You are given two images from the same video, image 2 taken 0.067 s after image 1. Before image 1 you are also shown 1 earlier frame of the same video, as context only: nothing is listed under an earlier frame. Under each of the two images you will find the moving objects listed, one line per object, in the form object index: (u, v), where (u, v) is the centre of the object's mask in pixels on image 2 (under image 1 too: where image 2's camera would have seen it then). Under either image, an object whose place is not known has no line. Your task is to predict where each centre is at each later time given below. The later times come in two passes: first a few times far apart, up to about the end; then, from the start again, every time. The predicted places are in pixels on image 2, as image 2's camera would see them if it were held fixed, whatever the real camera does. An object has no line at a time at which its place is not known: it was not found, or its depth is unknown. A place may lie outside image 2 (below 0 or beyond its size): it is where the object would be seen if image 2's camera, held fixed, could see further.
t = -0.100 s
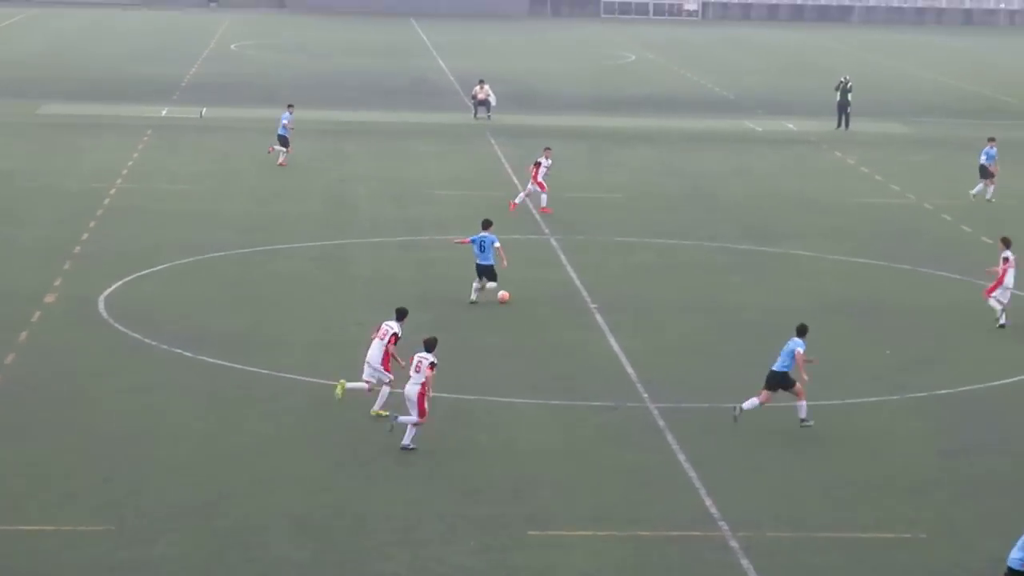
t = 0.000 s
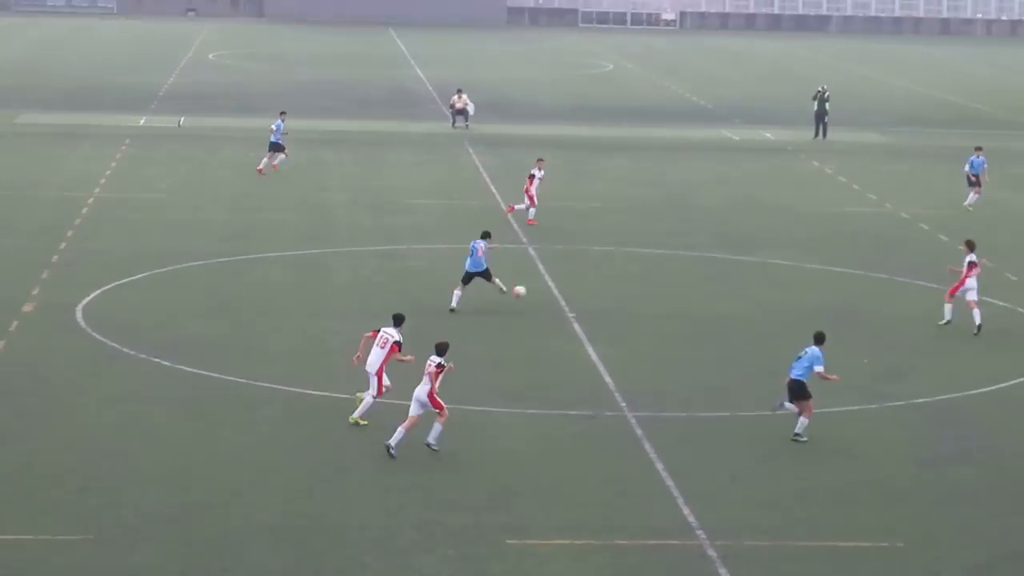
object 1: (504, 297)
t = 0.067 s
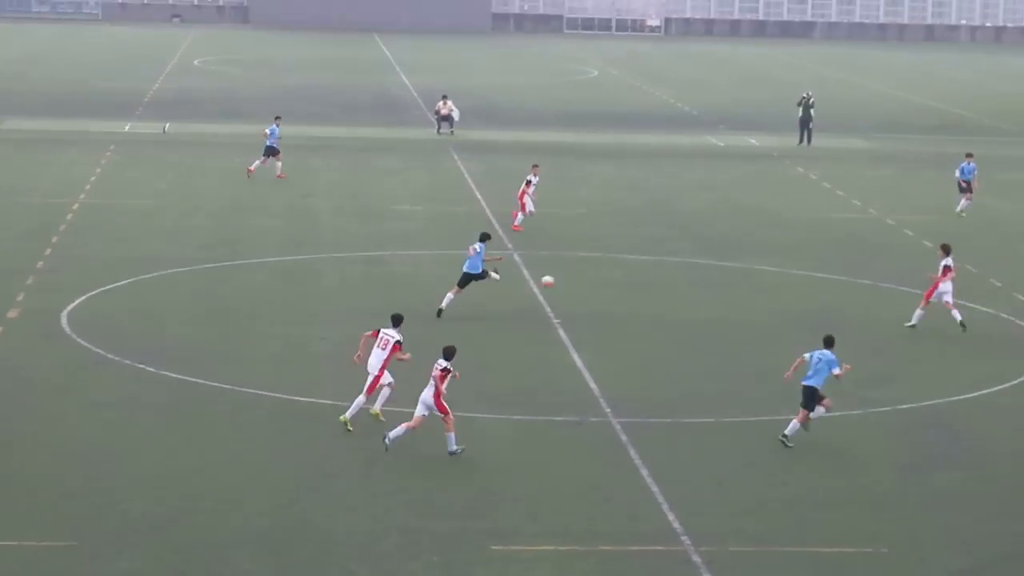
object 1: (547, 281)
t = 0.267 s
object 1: (668, 246)
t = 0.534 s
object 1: (815, 234)
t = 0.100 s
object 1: (568, 273)
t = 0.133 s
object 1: (589, 266)
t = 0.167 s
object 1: (609, 261)
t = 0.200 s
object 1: (629, 255)
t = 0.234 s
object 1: (649, 252)
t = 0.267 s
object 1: (668, 246)
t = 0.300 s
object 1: (687, 243)
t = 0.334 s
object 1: (707, 241)
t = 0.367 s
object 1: (725, 238)
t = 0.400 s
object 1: (743, 236)
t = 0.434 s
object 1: (761, 235)
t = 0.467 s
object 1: (779, 234)
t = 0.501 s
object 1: (798, 234)
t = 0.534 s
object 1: (815, 234)
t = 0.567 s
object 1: (833, 236)
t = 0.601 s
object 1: (850, 237)
